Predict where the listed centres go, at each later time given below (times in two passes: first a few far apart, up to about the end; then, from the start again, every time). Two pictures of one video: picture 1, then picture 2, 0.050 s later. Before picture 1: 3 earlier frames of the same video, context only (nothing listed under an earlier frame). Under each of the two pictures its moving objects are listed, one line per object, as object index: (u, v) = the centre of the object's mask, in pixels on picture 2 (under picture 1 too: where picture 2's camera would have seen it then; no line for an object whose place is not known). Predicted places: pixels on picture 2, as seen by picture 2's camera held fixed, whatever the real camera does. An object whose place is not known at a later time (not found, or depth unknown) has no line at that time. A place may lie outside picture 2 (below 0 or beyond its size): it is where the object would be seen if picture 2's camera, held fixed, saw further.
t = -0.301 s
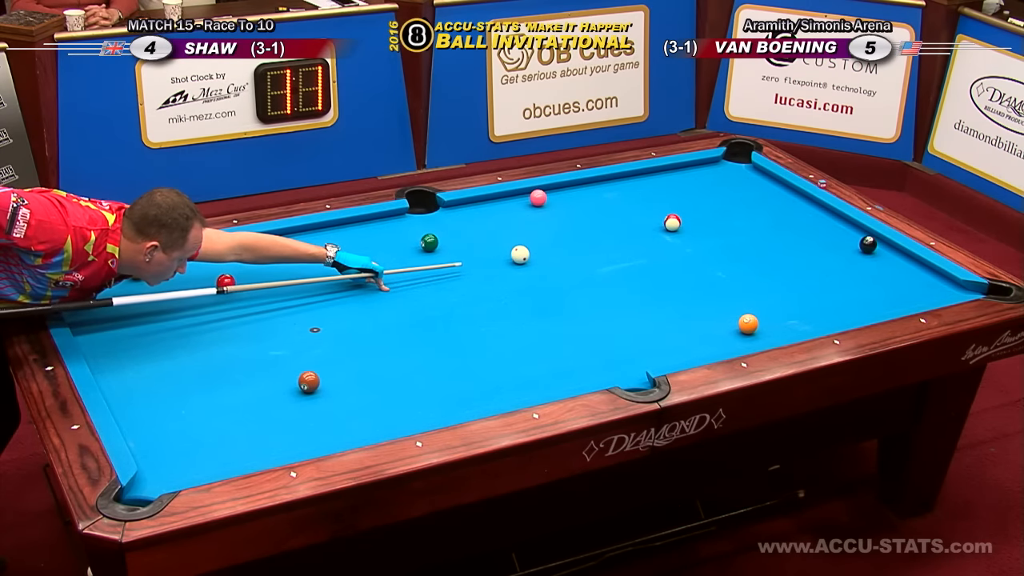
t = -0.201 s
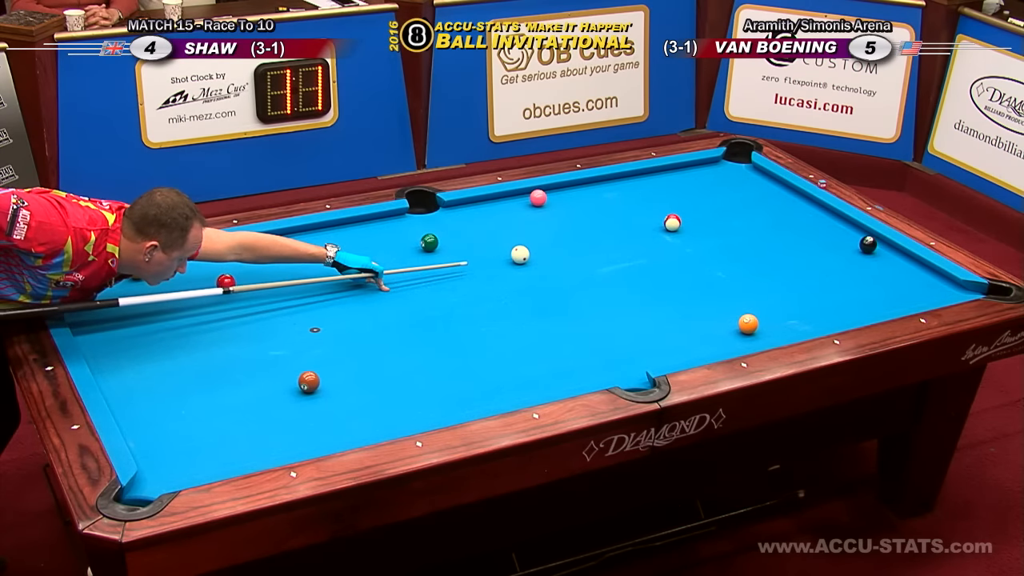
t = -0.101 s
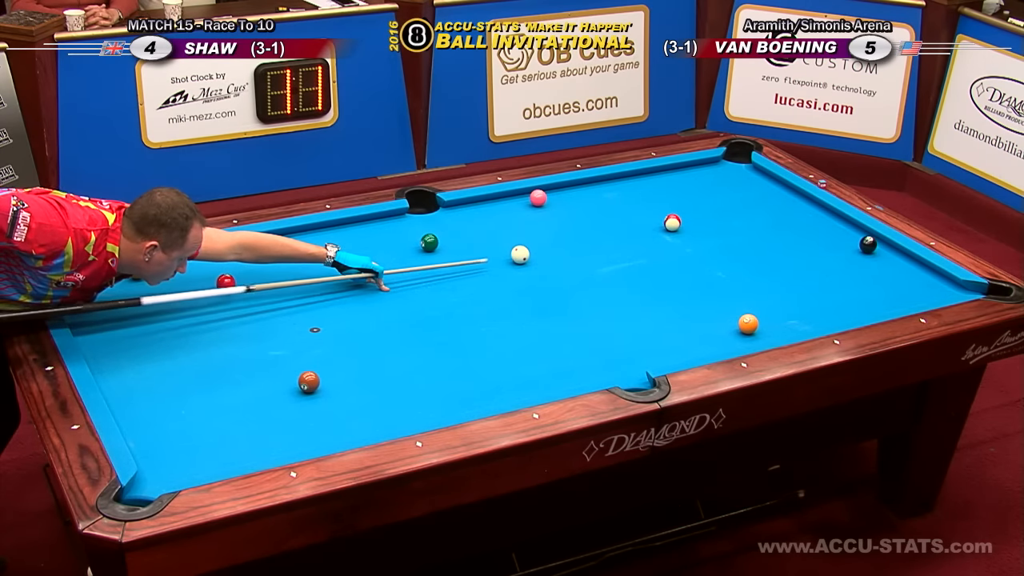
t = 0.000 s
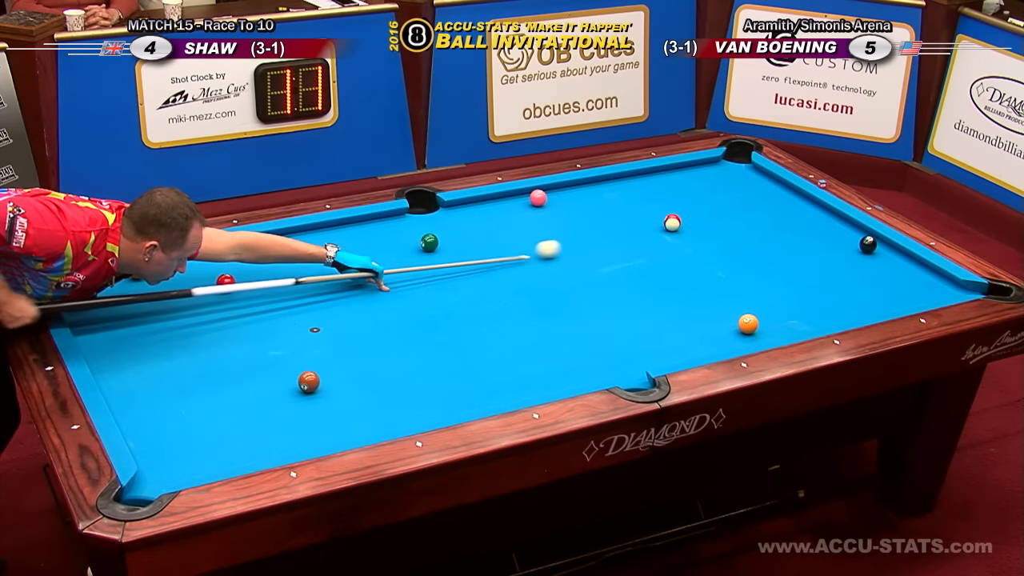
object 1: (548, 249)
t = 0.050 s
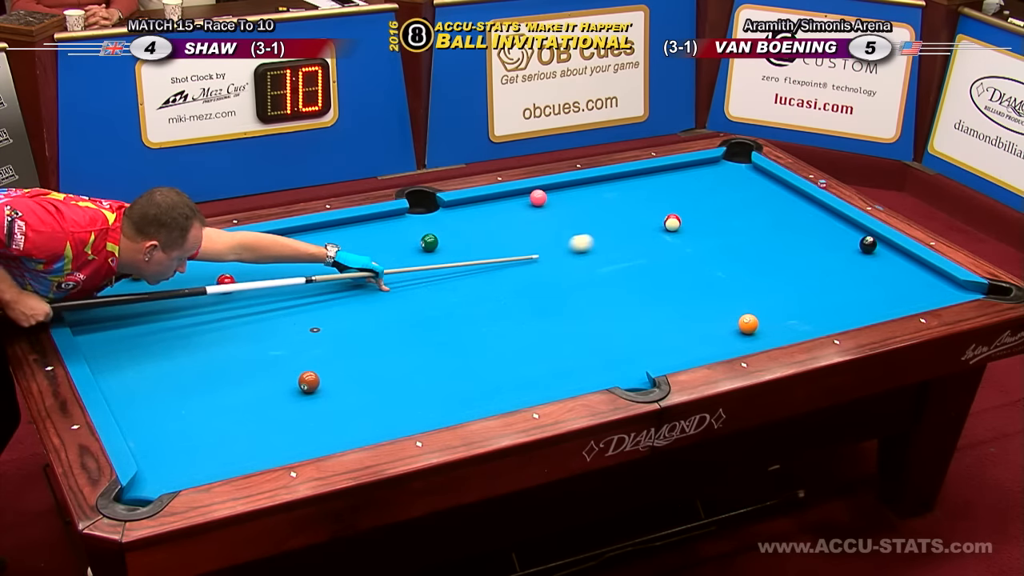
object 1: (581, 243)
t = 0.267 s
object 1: (685, 232)
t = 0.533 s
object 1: (762, 244)
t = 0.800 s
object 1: (837, 256)
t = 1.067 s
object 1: (912, 268)
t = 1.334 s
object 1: (941, 289)
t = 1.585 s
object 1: (909, 291)
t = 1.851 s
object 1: (861, 285)
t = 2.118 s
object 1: (817, 279)
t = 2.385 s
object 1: (775, 273)
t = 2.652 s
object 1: (735, 268)
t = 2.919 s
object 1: (698, 263)
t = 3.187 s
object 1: (663, 258)
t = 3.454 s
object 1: (631, 253)
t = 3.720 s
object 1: (601, 249)
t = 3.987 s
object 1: (574, 244)
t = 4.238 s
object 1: (550, 241)
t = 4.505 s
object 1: (527, 238)
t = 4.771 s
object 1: (505, 235)
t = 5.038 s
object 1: (485, 232)
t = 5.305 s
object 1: (468, 229)
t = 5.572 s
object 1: (451, 227)
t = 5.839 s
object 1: (438, 225)
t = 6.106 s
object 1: (426, 224)
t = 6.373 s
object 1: (416, 222)
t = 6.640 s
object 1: (408, 220)
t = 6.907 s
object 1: (402, 219)
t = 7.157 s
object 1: (398, 219)
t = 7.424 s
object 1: (396, 219)
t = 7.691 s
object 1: (395, 219)
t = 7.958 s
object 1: (395, 219)
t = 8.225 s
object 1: (395, 219)
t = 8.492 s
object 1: (395, 219)
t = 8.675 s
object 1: (396, 219)
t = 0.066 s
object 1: (591, 241)
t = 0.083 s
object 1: (602, 239)
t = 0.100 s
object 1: (612, 238)
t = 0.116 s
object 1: (622, 236)
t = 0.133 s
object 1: (631, 234)
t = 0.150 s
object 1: (639, 233)
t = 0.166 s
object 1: (648, 231)
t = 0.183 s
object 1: (656, 230)
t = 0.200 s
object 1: (664, 229)
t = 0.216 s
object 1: (670, 229)
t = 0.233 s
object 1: (676, 230)
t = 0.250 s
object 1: (680, 231)
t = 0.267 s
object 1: (685, 232)
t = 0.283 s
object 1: (690, 233)
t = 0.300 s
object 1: (695, 233)
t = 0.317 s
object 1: (700, 234)
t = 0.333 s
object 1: (705, 235)
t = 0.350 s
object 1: (709, 235)
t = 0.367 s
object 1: (714, 236)
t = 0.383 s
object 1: (719, 237)
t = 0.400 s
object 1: (724, 238)
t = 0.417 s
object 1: (728, 239)
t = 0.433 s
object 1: (733, 239)
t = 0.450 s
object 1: (738, 240)
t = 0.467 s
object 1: (742, 241)
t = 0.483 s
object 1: (747, 242)
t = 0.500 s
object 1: (752, 242)
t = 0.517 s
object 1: (757, 243)
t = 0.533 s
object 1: (762, 244)
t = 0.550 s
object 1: (766, 245)
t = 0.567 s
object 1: (771, 245)
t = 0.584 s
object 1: (776, 246)
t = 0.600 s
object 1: (780, 247)
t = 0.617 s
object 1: (785, 248)
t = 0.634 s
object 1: (790, 248)
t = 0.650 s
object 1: (795, 249)
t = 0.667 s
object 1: (799, 250)
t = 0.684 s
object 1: (804, 250)
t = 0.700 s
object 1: (809, 251)
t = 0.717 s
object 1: (813, 252)
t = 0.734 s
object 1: (818, 253)
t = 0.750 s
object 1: (823, 253)
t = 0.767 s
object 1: (827, 254)
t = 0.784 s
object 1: (832, 255)
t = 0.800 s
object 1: (837, 256)
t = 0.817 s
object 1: (842, 257)
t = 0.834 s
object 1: (847, 257)
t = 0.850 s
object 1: (851, 258)
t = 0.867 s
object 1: (856, 259)
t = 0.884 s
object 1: (860, 259)
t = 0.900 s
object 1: (865, 260)
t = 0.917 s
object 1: (870, 261)
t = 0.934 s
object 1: (875, 262)
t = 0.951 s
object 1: (880, 262)
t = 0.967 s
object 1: (884, 263)
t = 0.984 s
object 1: (889, 264)
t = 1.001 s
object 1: (893, 265)
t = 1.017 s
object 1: (898, 265)
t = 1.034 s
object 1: (903, 266)
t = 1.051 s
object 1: (908, 267)
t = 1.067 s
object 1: (912, 268)
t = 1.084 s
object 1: (917, 268)
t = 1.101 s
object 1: (922, 269)
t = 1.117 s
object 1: (926, 270)
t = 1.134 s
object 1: (931, 271)
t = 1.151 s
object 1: (935, 272)
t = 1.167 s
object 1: (935, 273)
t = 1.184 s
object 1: (936, 275)
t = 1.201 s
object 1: (936, 276)
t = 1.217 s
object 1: (937, 278)
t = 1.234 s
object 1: (937, 280)
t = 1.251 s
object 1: (938, 281)
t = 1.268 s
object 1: (939, 283)
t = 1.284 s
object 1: (939, 284)
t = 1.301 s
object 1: (940, 286)
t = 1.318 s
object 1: (940, 288)
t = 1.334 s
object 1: (941, 289)
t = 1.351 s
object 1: (941, 290)
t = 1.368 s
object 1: (942, 291)
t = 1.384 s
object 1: (943, 292)
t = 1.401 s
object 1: (943, 293)
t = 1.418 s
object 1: (940, 293)
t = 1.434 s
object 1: (936, 293)
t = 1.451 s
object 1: (933, 292)
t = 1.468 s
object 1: (930, 293)
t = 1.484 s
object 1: (927, 292)
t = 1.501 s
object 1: (924, 293)
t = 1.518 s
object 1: (921, 292)
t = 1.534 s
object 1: (918, 292)
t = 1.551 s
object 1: (915, 292)
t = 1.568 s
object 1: (912, 291)
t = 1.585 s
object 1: (909, 291)
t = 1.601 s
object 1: (906, 291)
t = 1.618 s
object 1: (902, 290)
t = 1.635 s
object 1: (900, 290)
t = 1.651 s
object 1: (897, 289)
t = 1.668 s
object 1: (894, 289)
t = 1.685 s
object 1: (891, 289)
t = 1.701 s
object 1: (888, 288)
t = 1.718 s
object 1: (885, 288)
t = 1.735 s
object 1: (882, 288)
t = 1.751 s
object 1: (879, 287)
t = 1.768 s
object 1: (876, 287)
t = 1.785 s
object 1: (873, 286)
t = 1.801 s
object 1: (870, 286)
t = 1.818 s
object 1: (867, 286)
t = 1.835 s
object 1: (864, 285)
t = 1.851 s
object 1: (861, 285)
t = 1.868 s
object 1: (858, 284)
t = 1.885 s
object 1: (856, 284)
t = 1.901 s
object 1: (853, 284)
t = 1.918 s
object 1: (850, 283)
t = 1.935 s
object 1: (847, 283)
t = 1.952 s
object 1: (845, 282)
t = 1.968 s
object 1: (842, 282)
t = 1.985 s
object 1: (839, 282)
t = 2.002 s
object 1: (836, 281)
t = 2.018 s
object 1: (833, 281)
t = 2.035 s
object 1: (831, 280)
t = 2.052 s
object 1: (828, 280)
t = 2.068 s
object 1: (825, 280)
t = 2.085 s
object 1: (822, 280)
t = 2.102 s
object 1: (819, 279)
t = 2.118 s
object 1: (817, 279)
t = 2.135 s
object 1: (814, 278)
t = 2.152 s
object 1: (811, 278)
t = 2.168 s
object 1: (809, 277)
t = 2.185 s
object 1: (806, 277)
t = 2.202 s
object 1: (803, 277)
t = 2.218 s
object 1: (801, 277)
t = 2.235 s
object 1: (798, 276)
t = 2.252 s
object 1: (796, 276)
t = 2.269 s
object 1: (793, 275)
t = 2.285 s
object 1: (790, 275)
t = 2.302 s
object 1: (788, 275)
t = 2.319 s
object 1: (785, 274)
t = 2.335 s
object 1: (783, 274)
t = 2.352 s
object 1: (780, 274)
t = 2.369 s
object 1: (777, 273)
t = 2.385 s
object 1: (775, 273)
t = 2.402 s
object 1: (772, 273)
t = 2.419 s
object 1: (770, 272)
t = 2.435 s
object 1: (767, 272)
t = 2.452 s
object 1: (765, 272)
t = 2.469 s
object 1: (762, 271)
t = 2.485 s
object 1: (760, 271)
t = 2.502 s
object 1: (757, 271)
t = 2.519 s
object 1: (755, 270)
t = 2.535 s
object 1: (752, 270)
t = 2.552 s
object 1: (750, 270)
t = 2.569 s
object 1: (747, 270)
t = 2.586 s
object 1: (745, 269)
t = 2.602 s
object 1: (743, 269)
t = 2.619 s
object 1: (740, 269)
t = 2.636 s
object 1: (738, 268)
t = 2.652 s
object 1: (735, 268)
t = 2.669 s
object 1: (733, 267)
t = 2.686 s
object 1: (731, 267)
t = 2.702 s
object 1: (728, 267)
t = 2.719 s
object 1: (726, 266)
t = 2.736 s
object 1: (724, 266)
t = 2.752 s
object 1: (721, 266)
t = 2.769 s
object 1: (719, 265)
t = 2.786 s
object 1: (716, 265)
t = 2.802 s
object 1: (714, 265)
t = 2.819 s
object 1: (712, 265)
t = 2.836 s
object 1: (709, 264)
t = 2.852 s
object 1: (707, 264)
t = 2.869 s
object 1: (705, 264)
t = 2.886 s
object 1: (703, 263)
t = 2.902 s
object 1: (700, 263)
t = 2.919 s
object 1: (698, 263)
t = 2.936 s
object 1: (696, 262)
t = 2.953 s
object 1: (694, 262)
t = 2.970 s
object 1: (691, 262)
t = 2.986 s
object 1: (689, 261)
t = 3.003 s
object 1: (687, 261)
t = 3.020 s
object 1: (685, 261)
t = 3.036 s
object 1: (683, 260)
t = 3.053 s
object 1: (681, 260)
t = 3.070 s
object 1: (679, 260)
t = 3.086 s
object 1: (676, 259)
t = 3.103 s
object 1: (674, 259)
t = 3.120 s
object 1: (672, 259)
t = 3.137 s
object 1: (670, 259)
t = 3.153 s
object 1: (668, 258)
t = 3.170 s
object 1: (666, 258)
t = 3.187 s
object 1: (663, 258)
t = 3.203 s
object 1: (661, 257)
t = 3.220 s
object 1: (660, 257)
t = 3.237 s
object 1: (657, 257)
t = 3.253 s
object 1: (655, 256)
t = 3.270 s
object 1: (653, 256)
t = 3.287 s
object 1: (651, 256)
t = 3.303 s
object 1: (649, 256)
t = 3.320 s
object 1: (647, 256)
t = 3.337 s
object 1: (645, 255)
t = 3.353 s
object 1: (643, 255)
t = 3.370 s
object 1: (641, 255)
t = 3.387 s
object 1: (639, 254)
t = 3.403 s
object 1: (637, 254)
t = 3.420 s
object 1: (635, 254)
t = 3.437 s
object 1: (633, 253)
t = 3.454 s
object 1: (631, 253)
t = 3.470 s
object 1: (629, 253)
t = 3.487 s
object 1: (628, 252)
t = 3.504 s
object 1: (626, 252)
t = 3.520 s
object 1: (624, 252)
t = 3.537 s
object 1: (622, 252)
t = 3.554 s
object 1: (620, 252)
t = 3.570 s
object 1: (618, 251)
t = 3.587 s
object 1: (616, 251)
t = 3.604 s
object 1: (614, 251)
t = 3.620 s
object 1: (612, 250)
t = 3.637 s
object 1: (611, 250)
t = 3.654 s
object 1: (609, 250)
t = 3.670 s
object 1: (607, 250)
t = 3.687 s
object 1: (605, 249)
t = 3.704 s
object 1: (603, 249)
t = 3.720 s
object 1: (601, 249)
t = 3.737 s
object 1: (600, 249)
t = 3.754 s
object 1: (598, 248)
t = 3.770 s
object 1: (596, 248)
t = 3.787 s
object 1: (594, 248)
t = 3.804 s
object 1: (592, 248)
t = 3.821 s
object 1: (591, 247)
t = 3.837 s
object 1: (589, 247)
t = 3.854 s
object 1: (587, 247)
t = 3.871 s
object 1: (586, 247)
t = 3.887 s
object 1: (584, 246)
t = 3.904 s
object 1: (582, 246)
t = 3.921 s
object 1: (581, 246)
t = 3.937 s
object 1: (579, 245)
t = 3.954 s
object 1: (577, 245)
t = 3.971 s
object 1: (575, 245)
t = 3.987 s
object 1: (574, 244)
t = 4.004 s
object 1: (572, 244)
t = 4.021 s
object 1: (571, 244)
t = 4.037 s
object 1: (569, 244)
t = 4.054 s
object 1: (567, 244)
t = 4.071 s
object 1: (566, 244)
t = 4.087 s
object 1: (564, 243)
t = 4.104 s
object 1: (562, 243)
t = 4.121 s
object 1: (561, 243)
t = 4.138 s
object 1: (559, 242)
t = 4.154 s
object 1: (558, 243)
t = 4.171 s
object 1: (556, 242)
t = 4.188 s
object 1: (555, 242)
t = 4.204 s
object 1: (553, 242)
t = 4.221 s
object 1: (551, 242)
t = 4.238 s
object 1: (550, 241)
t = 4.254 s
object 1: (548, 241)
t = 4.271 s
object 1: (547, 241)
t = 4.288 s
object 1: (545, 241)
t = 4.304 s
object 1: (544, 240)
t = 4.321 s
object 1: (542, 240)
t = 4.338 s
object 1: (541, 240)
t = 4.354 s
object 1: (539, 240)
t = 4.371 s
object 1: (538, 239)
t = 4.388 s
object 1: (536, 240)
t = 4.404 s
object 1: (535, 239)
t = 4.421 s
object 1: (534, 239)
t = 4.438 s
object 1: (532, 239)
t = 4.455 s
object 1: (531, 239)
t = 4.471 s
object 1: (529, 238)
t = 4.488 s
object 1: (528, 238)
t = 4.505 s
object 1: (527, 238)
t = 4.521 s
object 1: (525, 238)
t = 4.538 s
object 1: (524, 237)
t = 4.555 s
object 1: (522, 237)
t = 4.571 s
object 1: (521, 237)
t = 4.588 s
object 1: (519, 236)
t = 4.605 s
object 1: (518, 237)
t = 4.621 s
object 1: (517, 236)
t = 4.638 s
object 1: (515, 236)
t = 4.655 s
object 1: (514, 236)
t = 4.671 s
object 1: (513, 236)
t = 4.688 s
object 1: (511, 236)
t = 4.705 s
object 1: (510, 235)
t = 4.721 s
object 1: (509, 235)
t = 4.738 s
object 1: (507, 235)
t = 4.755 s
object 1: (506, 235)
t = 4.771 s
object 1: (505, 235)
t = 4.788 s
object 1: (503, 235)
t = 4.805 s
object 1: (502, 234)
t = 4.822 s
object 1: (501, 234)
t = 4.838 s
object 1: (500, 234)
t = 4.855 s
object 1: (498, 234)
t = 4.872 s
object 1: (497, 234)
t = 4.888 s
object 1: (496, 234)
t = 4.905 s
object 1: (495, 233)
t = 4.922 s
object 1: (493, 233)
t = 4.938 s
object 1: (492, 233)
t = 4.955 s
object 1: (491, 233)
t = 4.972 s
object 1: (490, 233)
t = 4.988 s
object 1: (489, 232)
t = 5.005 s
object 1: (487, 232)
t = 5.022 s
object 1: (486, 232)
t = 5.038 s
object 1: (485, 232)
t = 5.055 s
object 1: (484, 232)
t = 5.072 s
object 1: (483, 232)
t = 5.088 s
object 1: (482, 231)
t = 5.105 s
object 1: (480, 231)
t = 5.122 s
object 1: (479, 231)
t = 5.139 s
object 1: (478, 231)
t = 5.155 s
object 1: (477, 231)
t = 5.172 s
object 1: (476, 231)
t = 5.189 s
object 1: (475, 230)
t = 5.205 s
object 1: (474, 230)
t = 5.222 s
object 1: (473, 230)
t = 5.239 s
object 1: (472, 230)
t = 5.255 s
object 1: (471, 230)
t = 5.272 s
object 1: (470, 230)
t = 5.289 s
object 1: (468, 229)
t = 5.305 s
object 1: (468, 229)
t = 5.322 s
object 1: (466, 229)
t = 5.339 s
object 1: (465, 229)
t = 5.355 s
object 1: (464, 229)
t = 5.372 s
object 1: (463, 229)
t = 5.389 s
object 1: (462, 228)
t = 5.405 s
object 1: (461, 228)
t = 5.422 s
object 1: (460, 228)
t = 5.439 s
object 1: (459, 228)
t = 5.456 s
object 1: (458, 228)
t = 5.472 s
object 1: (457, 228)
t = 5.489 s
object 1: (456, 228)
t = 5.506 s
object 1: (455, 228)
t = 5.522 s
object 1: (454, 227)
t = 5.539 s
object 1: (453, 227)
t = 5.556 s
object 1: (453, 227)
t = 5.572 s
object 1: (451, 227)
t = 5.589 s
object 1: (451, 227)
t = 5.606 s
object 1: (450, 227)
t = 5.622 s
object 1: (449, 227)
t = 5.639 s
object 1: (448, 227)
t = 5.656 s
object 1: (447, 226)
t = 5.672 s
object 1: (446, 226)
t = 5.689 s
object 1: (445, 226)
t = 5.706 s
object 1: (444, 226)
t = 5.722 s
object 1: (443, 226)
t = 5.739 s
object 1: (443, 226)
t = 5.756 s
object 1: (442, 226)
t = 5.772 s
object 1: (441, 226)
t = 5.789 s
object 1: (440, 225)
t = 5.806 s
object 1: (439, 225)
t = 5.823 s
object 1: (438, 225)
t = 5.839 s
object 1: (438, 225)
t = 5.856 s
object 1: (437, 225)
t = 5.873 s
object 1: (436, 225)
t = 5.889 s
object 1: (435, 225)
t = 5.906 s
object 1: (435, 225)
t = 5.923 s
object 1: (434, 225)
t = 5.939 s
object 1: (433, 224)
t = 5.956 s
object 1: (433, 224)
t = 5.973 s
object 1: (432, 224)
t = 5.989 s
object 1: (431, 224)
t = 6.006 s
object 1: (430, 224)
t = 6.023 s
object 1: (430, 224)
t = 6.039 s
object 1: (429, 224)
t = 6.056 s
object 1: (428, 224)
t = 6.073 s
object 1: (427, 223)
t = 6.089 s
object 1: (426, 224)
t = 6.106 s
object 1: (426, 224)
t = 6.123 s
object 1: (425, 223)
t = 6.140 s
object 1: (425, 223)
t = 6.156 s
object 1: (424, 223)
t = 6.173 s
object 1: (423, 223)
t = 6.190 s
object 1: (423, 223)
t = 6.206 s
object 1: (422, 223)
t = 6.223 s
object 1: (421, 223)
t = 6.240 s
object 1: (421, 223)
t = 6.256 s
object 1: (420, 223)
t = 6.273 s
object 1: (419, 222)
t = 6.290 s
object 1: (419, 222)
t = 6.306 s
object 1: (418, 222)
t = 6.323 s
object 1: (418, 222)
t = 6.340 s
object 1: (417, 222)
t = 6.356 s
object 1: (416, 222)
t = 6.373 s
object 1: (416, 222)
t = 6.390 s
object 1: (416, 222)
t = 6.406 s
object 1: (415, 221)
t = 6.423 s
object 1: (414, 221)
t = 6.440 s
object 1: (414, 221)
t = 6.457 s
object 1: (413, 221)
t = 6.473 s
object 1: (413, 221)
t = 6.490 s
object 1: (412, 221)
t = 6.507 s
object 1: (412, 221)
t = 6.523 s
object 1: (412, 221)
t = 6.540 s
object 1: (411, 221)
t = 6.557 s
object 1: (410, 221)
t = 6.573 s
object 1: (410, 221)
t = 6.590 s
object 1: (410, 220)
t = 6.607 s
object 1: (409, 220)
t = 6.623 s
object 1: (409, 220)
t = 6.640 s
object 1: (408, 220)
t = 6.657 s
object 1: (408, 220)
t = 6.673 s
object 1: (407, 220)
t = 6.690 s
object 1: (407, 220)
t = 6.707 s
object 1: (407, 220)
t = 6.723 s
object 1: (406, 220)
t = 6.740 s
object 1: (406, 220)
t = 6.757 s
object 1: (406, 220)
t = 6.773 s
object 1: (405, 220)
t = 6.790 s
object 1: (405, 220)
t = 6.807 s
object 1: (404, 220)
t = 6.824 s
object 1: (404, 219)
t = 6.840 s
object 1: (404, 220)
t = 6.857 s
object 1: (403, 220)
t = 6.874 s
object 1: (403, 219)
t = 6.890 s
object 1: (403, 219)
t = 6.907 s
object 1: (402, 219)
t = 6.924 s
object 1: (402, 219)
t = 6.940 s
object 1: (402, 219)
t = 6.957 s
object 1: (401, 219)
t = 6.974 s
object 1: (401, 219)
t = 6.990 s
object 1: (401, 219)
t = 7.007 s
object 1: (400, 219)
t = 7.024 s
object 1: (400, 219)
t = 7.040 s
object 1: (400, 219)
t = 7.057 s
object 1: (400, 219)
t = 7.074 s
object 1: (400, 219)
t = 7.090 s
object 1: (399, 219)
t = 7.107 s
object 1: (399, 219)
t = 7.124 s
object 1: (399, 219)
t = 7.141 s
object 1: (399, 219)
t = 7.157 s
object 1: (398, 219)
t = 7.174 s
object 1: (398, 219)
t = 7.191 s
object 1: (398, 219)
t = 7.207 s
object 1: (398, 219)
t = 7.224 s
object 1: (397, 219)
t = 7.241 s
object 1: (397, 219)
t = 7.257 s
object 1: (397, 219)
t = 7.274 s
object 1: (397, 219)
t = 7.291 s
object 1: (397, 219)
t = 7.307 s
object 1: (396, 219)
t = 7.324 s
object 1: (397, 219)
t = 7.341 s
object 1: (396, 219)
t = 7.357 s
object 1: (396, 219)
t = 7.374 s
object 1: (396, 219)
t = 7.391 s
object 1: (396, 219)
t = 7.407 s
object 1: (396, 219)
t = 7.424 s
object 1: (396, 219)
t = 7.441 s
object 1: (396, 219)
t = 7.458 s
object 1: (395, 219)
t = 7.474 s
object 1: (396, 218)
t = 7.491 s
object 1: (395, 218)
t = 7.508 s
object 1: (395, 218)
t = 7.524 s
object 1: (395, 218)
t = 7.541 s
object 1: (395, 219)
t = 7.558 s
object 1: (395, 219)
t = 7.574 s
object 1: (395, 219)
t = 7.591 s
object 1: (395, 219)
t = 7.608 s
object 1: (395, 219)
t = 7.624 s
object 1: (395, 219)
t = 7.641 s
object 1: (395, 219)
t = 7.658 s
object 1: (395, 219)
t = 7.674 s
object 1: (395, 219)
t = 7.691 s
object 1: (395, 219)
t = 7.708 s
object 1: (395, 219)
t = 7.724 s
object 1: (395, 219)
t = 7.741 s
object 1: (395, 219)
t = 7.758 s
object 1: (395, 219)
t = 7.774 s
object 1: (395, 219)
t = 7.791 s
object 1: (395, 219)
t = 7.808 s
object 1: (395, 219)
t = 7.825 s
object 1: (395, 219)
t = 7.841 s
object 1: (395, 219)
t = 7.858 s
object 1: (395, 219)
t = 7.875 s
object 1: (395, 219)
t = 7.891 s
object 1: (395, 219)
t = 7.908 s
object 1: (395, 219)
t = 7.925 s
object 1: (395, 219)
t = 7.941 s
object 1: (395, 219)
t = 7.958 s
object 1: (395, 219)
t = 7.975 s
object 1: (395, 219)
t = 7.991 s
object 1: (395, 219)
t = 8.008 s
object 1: (395, 219)
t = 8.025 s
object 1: (395, 219)
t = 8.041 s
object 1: (395, 219)
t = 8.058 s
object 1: (395, 219)
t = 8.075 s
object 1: (395, 219)
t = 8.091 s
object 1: (395, 219)
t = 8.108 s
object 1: (395, 219)
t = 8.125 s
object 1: (395, 219)
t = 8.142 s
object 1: (395, 219)
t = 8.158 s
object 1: (395, 219)
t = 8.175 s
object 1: (395, 219)
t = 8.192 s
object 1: (395, 219)
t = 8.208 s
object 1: (395, 219)
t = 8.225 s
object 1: (395, 219)
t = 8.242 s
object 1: (395, 219)
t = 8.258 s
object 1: (395, 219)
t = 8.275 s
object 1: (395, 219)
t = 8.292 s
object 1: (395, 219)
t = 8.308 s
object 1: (395, 219)
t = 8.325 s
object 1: (396, 219)
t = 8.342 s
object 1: (395, 219)
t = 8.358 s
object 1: (395, 219)
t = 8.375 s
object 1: (395, 219)
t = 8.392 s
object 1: (395, 219)
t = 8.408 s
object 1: (395, 219)
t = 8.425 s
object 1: (395, 219)
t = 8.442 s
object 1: (396, 219)
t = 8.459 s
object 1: (396, 219)
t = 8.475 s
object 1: (396, 219)
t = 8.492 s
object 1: (395, 219)
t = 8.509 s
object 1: (396, 219)
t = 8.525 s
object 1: (395, 219)
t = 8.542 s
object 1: (395, 219)
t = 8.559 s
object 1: (395, 219)
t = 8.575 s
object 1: (395, 219)
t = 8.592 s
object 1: (395, 219)
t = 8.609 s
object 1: (395, 219)
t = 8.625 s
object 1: (395, 219)
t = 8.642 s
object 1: (395, 219)
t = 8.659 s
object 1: (396, 219)
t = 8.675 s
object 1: (396, 219)
